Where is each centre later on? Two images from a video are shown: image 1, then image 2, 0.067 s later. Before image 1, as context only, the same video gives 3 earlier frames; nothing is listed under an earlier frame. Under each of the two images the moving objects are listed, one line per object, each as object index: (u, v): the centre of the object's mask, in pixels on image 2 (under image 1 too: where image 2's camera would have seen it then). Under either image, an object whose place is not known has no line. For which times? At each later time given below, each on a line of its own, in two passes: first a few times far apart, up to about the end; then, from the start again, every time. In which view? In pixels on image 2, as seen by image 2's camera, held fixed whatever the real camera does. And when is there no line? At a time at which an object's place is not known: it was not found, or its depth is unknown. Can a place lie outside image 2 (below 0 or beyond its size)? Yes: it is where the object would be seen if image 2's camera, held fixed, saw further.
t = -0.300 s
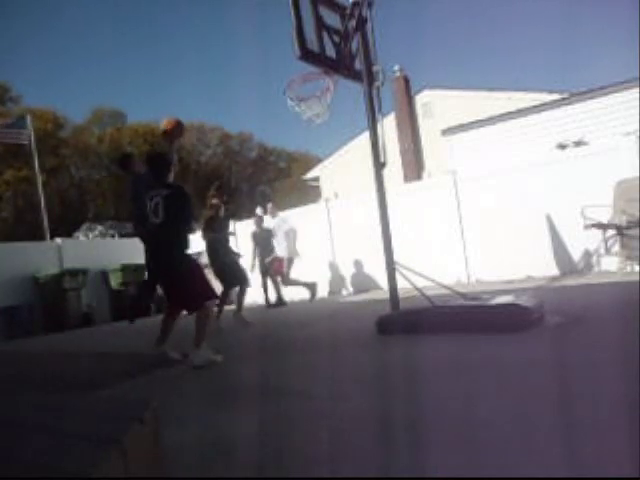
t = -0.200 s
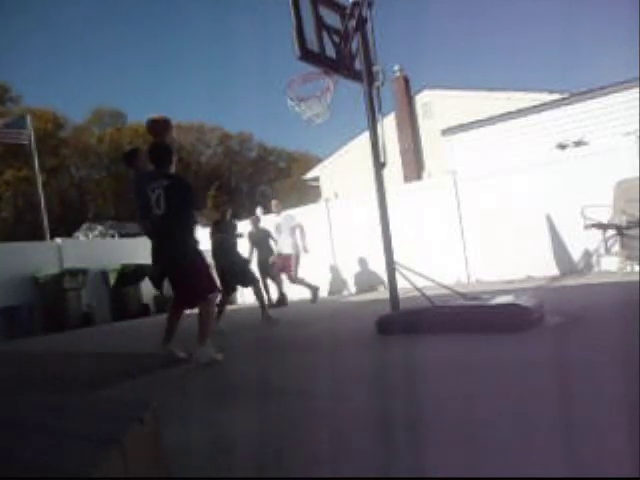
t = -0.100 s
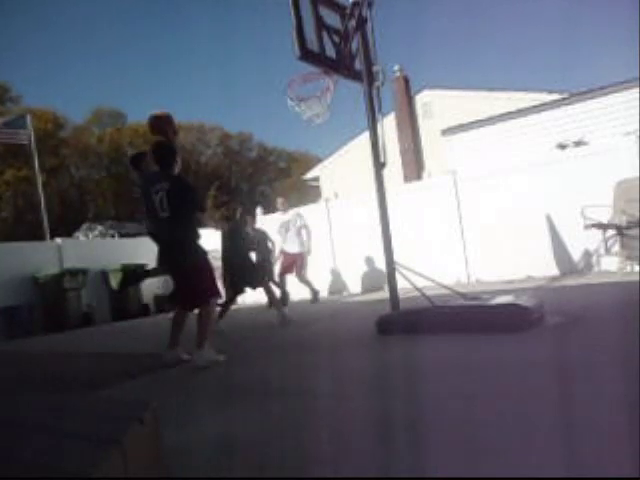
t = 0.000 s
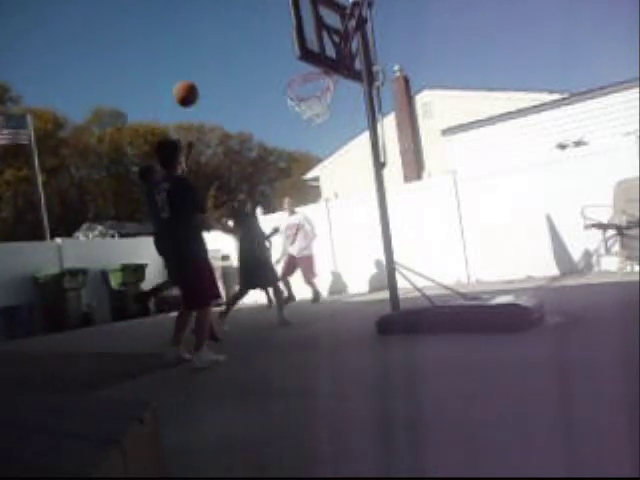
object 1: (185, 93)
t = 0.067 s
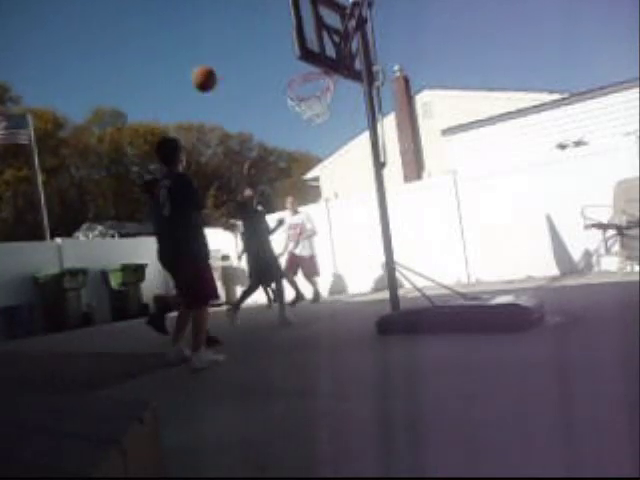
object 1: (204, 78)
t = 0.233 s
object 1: (252, 60)
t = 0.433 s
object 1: (311, 75)
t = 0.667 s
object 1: (308, 85)
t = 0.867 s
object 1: (315, 108)
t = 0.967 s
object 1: (312, 132)
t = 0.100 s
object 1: (213, 72)
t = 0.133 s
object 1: (222, 67)
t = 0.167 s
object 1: (232, 64)
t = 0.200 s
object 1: (242, 61)
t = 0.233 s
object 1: (252, 60)
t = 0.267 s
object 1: (261, 60)
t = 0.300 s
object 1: (271, 60)
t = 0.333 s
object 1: (281, 62)
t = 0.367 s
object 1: (291, 64)
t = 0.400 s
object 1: (301, 70)
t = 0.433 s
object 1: (311, 75)
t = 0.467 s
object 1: (321, 80)
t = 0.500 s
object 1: (313, 81)
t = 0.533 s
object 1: (306, 82)
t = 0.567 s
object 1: (299, 86)
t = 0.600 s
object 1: (300, 85)
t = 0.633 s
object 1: (305, 84)
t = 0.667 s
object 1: (308, 85)
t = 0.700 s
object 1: (313, 85)
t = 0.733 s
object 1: (318, 88)
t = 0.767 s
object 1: (320, 90)
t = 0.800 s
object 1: (319, 95)
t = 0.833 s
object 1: (317, 101)
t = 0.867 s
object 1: (315, 108)
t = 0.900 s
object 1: (313, 113)
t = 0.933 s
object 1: (313, 123)
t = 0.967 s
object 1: (312, 132)
